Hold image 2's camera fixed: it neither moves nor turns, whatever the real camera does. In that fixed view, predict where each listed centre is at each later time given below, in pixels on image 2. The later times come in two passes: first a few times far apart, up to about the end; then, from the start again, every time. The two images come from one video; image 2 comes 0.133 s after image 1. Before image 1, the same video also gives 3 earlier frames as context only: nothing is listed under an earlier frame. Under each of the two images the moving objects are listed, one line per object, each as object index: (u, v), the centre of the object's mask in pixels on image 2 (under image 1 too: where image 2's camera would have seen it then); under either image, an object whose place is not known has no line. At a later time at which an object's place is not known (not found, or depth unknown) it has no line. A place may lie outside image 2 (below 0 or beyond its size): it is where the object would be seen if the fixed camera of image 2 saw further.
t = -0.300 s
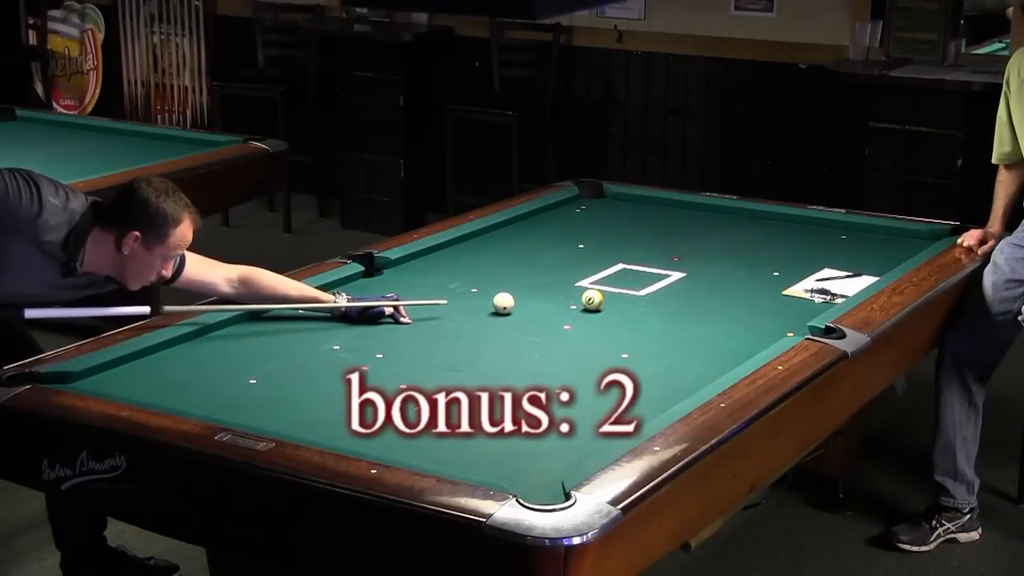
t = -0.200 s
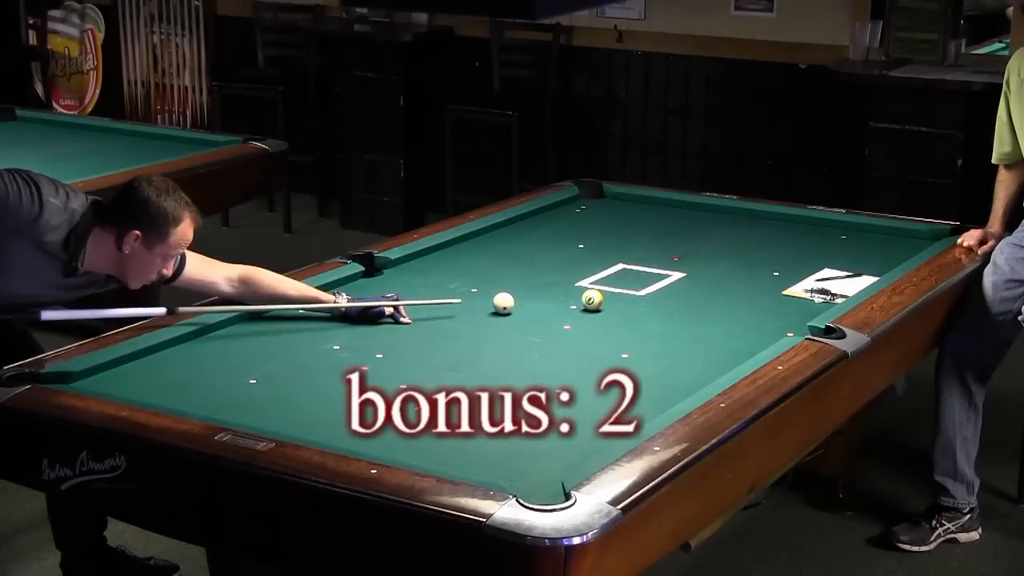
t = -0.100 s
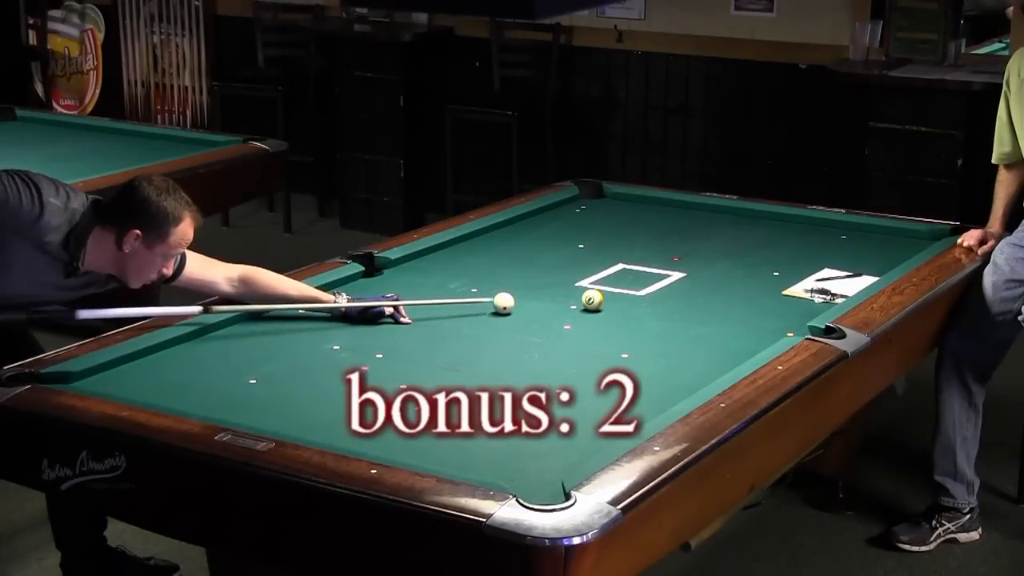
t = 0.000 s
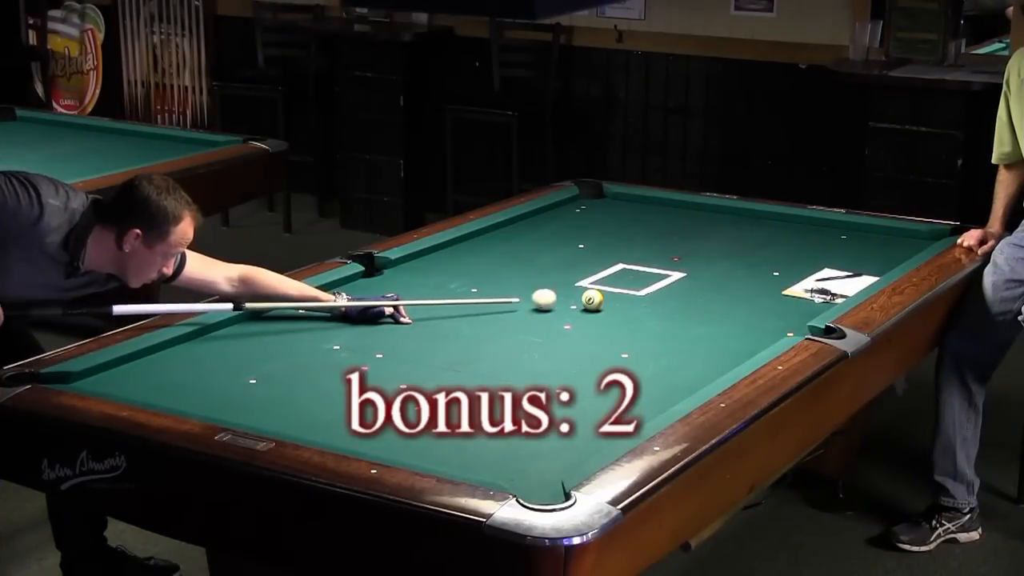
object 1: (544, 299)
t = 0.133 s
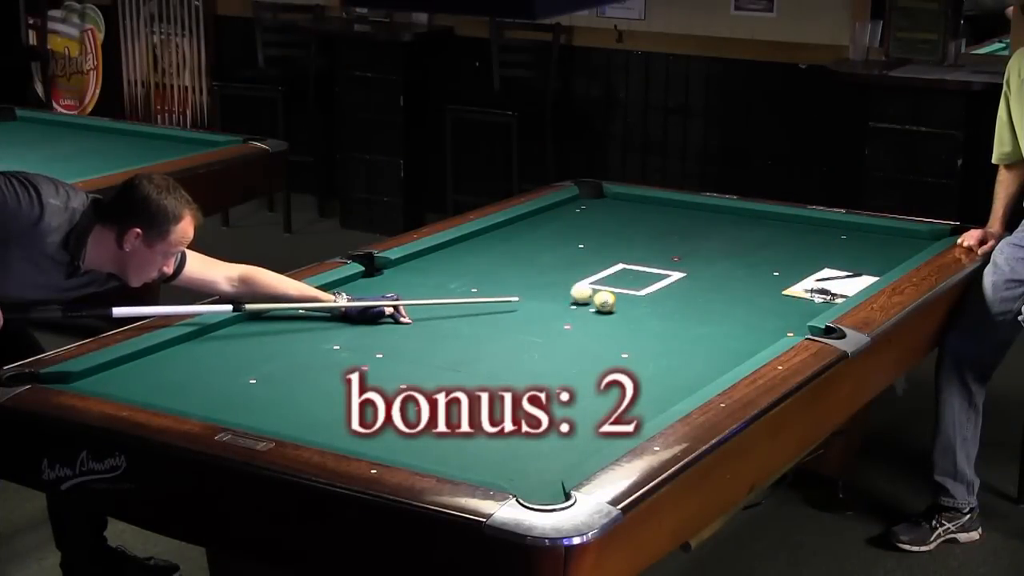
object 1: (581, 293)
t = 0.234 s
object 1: (599, 287)
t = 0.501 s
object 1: (642, 273)
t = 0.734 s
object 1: (676, 261)
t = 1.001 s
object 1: (713, 248)
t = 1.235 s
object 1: (742, 239)
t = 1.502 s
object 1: (773, 229)
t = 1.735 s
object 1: (797, 220)
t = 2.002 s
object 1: (785, 224)
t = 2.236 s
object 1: (767, 229)
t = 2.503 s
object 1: (747, 236)
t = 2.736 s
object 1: (731, 241)
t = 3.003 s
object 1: (712, 247)
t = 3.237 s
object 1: (697, 251)
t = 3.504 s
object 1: (680, 256)
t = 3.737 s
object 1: (666, 260)
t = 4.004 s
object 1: (652, 265)
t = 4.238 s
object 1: (640, 268)
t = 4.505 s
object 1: (627, 273)
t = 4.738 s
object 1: (617, 276)
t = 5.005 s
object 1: (607, 279)
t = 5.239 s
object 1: (599, 281)
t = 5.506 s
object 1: (591, 284)
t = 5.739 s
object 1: (585, 285)
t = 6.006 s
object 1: (580, 287)
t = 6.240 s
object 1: (577, 288)
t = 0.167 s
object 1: (587, 292)
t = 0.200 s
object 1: (593, 289)
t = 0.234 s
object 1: (599, 287)
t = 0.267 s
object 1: (604, 285)
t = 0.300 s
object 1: (610, 284)
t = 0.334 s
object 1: (615, 282)
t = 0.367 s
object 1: (621, 280)
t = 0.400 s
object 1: (626, 278)
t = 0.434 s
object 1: (631, 277)
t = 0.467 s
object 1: (637, 274)
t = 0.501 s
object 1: (642, 273)
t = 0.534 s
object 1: (647, 271)
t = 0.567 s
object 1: (652, 269)
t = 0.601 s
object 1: (657, 268)
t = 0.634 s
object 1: (662, 266)
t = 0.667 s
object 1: (667, 264)
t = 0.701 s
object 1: (672, 262)
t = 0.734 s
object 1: (676, 261)
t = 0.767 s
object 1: (681, 259)
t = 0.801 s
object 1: (686, 258)
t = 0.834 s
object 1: (690, 256)
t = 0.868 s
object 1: (695, 255)
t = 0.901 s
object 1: (700, 253)
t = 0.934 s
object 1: (704, 252)
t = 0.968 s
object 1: (709, 250)
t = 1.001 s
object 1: (713, 248)
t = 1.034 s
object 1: (717, 247)
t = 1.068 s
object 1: (721, 246)
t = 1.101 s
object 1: (725, 244)
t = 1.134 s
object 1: (730, 243)
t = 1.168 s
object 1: (734, 242)
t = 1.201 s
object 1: (738, 240)
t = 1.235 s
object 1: (742, 239)
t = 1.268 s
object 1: (746, 238)
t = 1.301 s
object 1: (750, 236)
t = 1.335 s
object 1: (754, 235)
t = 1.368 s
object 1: (757, 234)
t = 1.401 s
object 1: (761, 232)
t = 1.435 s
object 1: (765, 231)
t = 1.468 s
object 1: (769, 230)
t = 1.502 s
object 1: (773, 229)
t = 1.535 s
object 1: (776, 227)
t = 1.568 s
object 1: (780, 226)
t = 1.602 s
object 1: (783, 225)
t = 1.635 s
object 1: (787, 224)
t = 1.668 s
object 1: (791, 223)
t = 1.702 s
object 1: (794, 221)
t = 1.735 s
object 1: (797, 220)
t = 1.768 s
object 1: (801, 219)
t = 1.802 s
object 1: (801, 219)
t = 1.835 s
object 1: (798, 220)
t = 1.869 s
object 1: (795, 221)
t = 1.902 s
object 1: (793, 222)
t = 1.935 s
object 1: (790, 222)
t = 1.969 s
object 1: (788, 223)
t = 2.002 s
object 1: (785, 224)
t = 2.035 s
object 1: (782, 225)
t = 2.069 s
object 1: (780, 226)
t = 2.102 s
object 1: (778, 226)
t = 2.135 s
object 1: (775, 227)
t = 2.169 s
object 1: (772, 228)
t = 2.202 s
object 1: (770, 229)
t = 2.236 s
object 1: (767, 229)
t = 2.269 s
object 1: (765, 230)
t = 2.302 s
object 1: (762, 231)
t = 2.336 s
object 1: (760, 232)
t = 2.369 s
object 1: (757, 233)
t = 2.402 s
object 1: (755, 233)
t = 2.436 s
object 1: (752, 234)
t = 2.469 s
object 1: (750, 235)
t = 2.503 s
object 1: (747, 236)
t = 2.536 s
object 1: (745, 236)
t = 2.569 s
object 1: (742, 237)
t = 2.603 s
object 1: (740, 238)
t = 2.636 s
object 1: (738, 239)
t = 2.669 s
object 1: (735, 239)
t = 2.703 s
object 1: (733, 240)
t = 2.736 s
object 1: (731, 241)
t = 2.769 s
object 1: (728, 241)
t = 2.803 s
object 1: (726, 242)
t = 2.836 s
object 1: (723, 243)
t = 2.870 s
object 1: (721, 244)
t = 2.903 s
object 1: (719, 244)
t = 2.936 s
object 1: (716, 245)
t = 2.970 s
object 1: (714, 246)
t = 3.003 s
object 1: (712, 247)
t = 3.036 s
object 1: (710, 247)
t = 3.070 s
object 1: (708, 248)
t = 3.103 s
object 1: (705, 249)
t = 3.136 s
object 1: (703, 249)
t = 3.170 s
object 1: (701, 250)
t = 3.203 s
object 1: (699, 251)
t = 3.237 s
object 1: (697, 251)
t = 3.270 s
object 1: (695, 252)
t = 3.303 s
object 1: (692, 253)
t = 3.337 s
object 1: (691, 253)
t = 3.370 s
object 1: (689, 254)
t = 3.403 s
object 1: (686, 255)
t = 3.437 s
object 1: (685, 255)
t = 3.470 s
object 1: (682, 256)
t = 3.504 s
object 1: (680, 256)
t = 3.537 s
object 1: (678, 257)
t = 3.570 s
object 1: (676, 258)
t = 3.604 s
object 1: (674, 258)
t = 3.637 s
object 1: (672, 259)
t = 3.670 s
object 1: (670, 259)
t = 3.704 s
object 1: (668, 260)
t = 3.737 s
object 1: (666, 260)
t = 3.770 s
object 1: (664, 261)
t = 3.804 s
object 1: (663, 262)
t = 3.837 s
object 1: (661, 262)
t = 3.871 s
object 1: (659, 263)
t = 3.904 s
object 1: (657, 263)
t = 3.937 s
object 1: (655, 264)
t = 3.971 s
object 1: (653, 264)
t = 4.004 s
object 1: (652, 265)
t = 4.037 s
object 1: (650, 265)
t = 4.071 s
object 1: (648, 266)
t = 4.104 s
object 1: (646, 266)
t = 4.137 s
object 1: (645, 267)
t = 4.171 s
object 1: (643, 267)
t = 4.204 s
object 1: (641, 268)
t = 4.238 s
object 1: (640, 268)
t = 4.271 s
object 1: (638, 269)
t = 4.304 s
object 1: (636, 270)
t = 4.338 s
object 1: (635, 270)
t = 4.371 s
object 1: (633, 271)
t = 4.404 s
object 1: (632, 271)
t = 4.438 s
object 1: (630, 272)
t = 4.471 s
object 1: (629, 272)
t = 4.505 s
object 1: (627, 273)
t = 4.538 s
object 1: (626, 273)
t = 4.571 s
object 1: (624, 273)
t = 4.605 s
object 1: (623, 274)
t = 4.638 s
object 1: (621, 274)
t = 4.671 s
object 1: (620, 275)
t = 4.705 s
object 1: (619, 276)
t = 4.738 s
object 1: (617, 276)
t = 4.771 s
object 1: (616, 276)
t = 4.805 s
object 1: (614, 277)
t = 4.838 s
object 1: (613, 277)
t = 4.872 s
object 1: (612, 277)
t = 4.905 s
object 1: (611, 278)
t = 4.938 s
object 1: (610, 278)
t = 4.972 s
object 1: (608, 278)
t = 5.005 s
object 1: (607, 279)
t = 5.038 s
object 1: (606, 279)
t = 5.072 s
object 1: (605, 279)
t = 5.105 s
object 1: (603, 280)
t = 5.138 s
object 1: (602, 280)
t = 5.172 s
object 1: (601, 280)
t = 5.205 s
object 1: (600, 281)
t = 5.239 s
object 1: (599, 281)
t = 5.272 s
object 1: (598, 282)
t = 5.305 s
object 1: (597, 282)
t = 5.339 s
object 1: (596, 282)
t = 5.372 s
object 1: (595, 282)
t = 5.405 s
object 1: (594, 283)
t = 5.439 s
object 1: (593, 283)
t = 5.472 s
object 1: (592, 283)
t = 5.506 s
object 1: (591, 284)
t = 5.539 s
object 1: (590, 284)
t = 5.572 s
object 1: (589, 284)
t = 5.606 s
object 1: (589, 284)
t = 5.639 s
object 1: (587, 284)
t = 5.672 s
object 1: (587, 285)
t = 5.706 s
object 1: (586, 285)
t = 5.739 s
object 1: (585, 285)
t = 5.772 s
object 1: (585, 286)
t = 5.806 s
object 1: (584, 286)
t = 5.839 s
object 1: (583, 286)
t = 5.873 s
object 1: (582, 286)
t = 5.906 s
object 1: (582, 286)
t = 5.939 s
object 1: (581, 287)
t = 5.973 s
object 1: (581, 287)
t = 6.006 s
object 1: (580, 287)
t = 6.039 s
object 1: (580, 287)
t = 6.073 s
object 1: (579, 287)
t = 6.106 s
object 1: (579, 288)
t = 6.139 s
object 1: (579, 288)
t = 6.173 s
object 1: (578, 288)
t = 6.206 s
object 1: (578, 288)
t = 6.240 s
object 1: (577, 288)
